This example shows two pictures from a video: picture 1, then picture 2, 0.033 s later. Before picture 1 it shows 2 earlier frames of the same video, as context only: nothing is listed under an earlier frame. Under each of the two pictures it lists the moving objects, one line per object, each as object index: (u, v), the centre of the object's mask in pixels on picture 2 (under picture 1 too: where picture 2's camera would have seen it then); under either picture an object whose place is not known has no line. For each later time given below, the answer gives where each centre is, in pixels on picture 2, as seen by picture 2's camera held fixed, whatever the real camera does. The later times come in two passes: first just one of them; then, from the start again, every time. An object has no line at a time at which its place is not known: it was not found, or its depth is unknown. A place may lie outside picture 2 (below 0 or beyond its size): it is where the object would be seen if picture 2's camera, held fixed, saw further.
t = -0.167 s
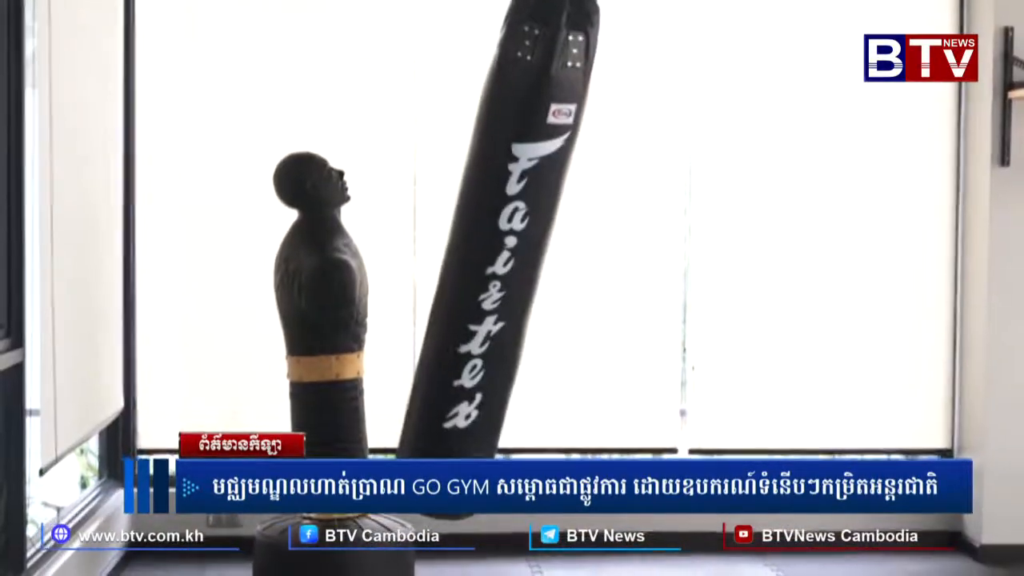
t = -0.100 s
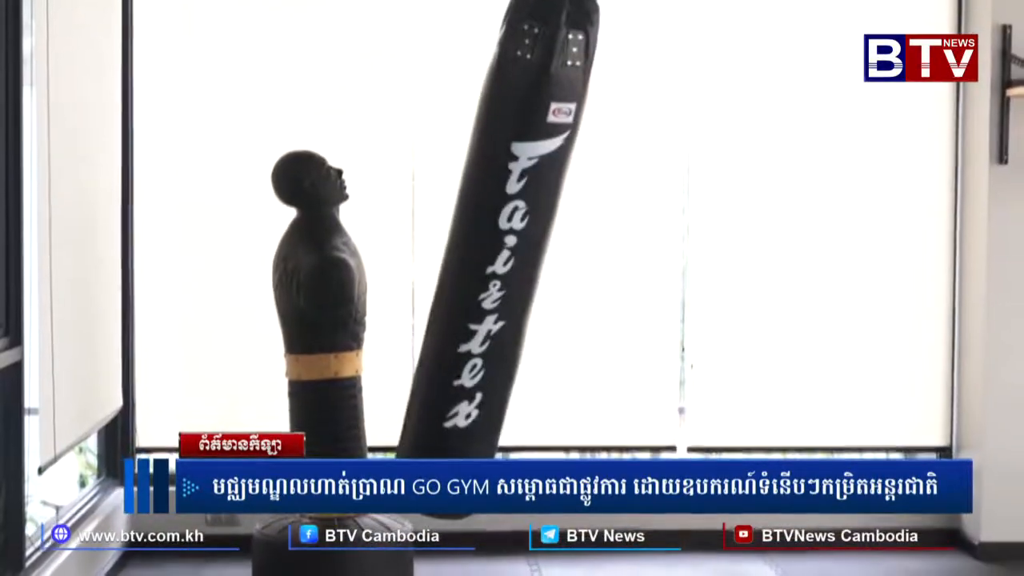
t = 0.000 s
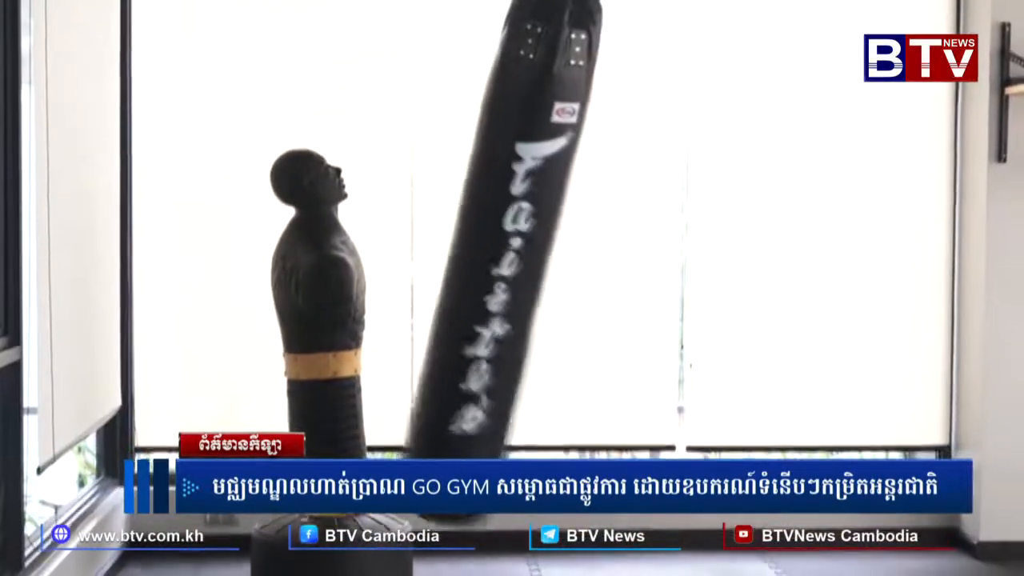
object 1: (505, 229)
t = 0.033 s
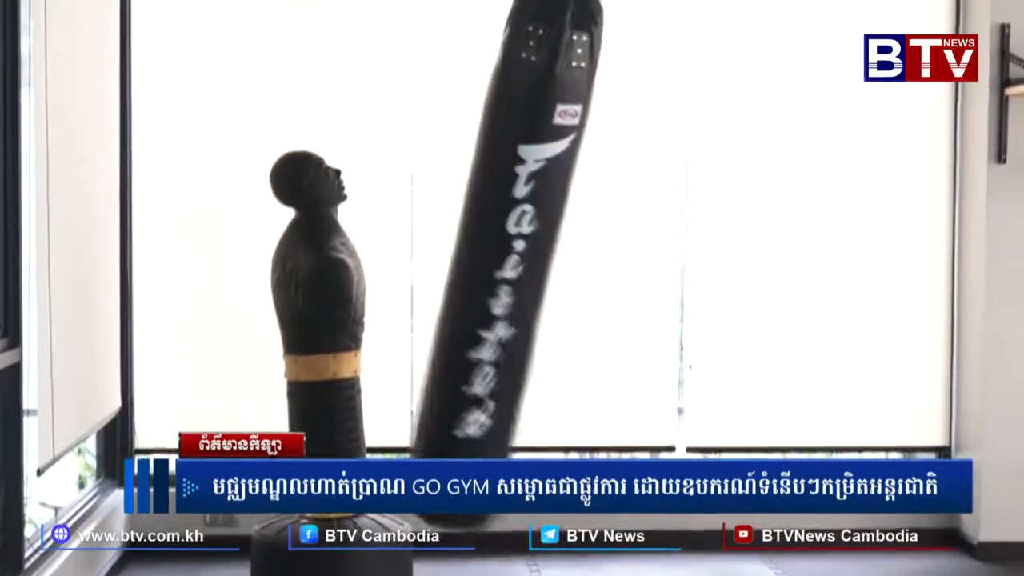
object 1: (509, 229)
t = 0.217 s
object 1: (535, 231)
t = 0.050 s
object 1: (511, 228)
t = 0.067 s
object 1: (512, 228)
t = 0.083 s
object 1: (514, 228)
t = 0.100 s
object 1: (517, 227)
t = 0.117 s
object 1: (519, 228)
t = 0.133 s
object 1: (522, 227)
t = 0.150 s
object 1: (524, 228)
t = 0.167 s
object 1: (526, 228)
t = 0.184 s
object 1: (529, 230)
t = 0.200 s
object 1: (532, 230)
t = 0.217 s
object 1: (535, 231)
